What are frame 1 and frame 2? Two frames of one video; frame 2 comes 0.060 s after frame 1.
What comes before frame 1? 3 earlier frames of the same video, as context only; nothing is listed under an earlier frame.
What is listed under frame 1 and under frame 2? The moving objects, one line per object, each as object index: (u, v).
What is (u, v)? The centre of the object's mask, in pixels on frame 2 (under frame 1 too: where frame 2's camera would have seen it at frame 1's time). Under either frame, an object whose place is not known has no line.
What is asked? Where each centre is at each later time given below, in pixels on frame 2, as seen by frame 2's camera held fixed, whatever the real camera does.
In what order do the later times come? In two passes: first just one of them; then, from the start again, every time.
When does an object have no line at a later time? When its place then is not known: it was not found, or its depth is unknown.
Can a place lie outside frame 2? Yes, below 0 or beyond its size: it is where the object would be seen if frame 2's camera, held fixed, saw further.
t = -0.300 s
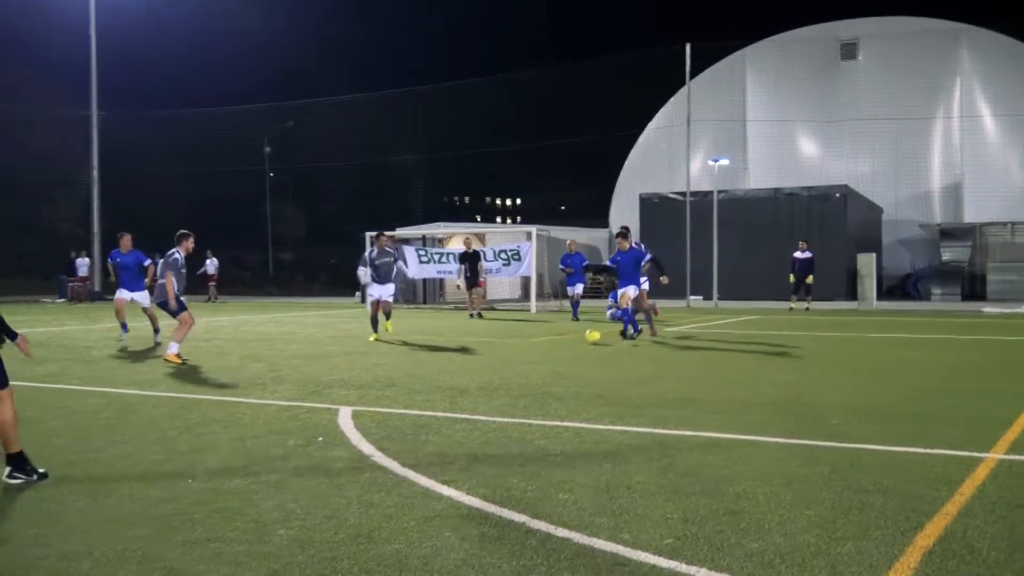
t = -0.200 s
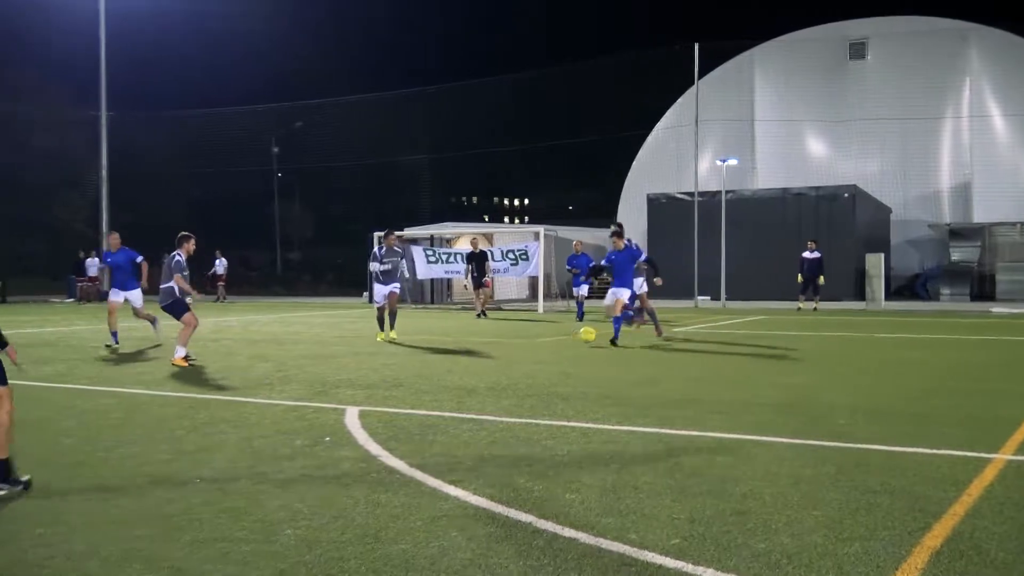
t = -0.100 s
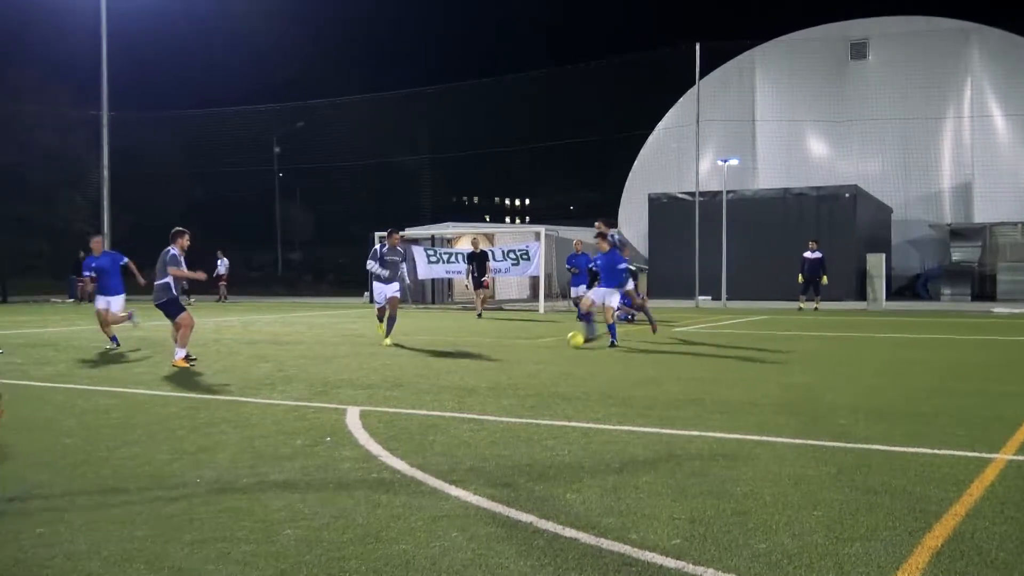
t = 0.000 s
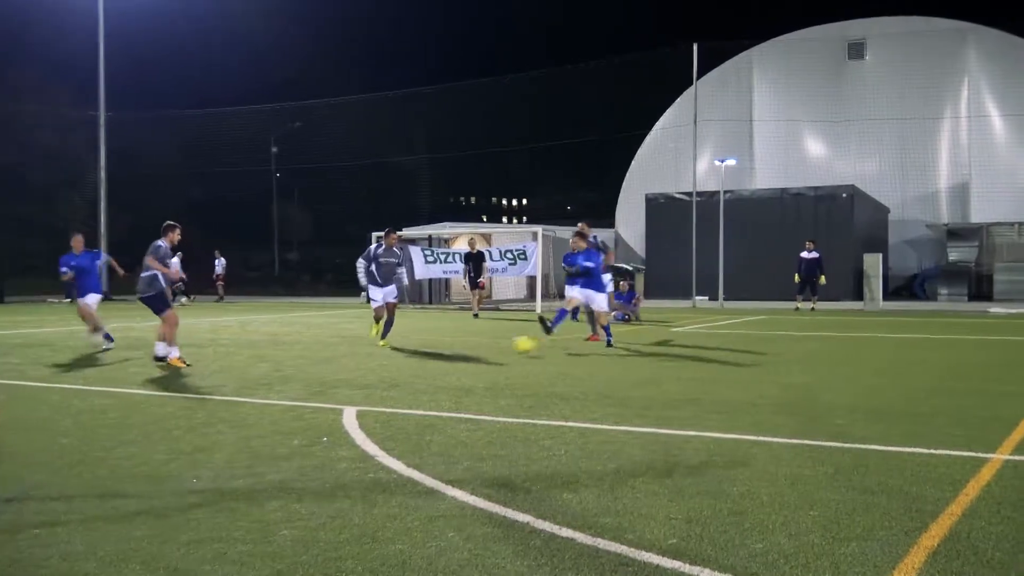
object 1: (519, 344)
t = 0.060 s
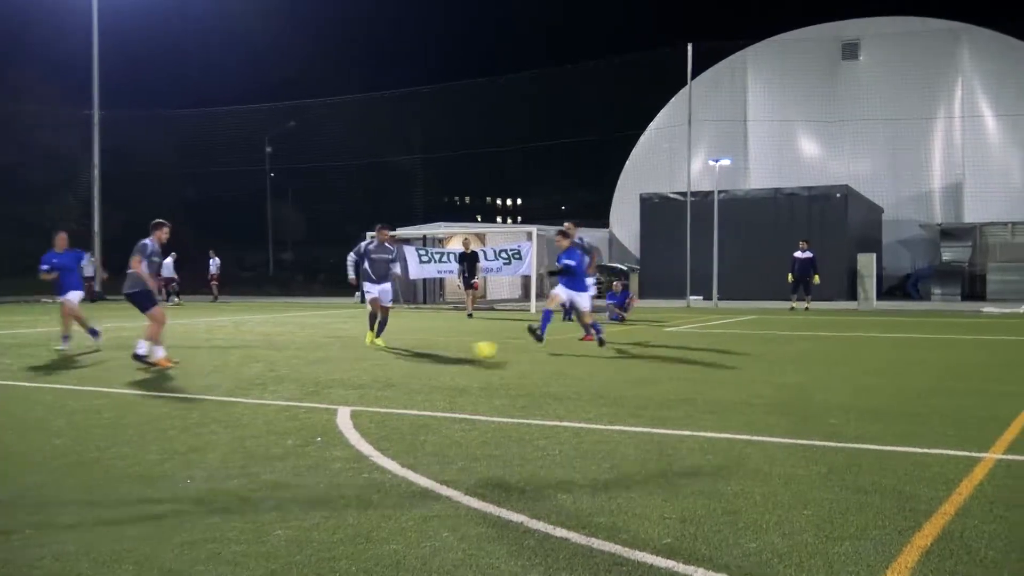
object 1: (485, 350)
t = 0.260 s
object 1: (353, 376)
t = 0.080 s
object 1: (471, 353)
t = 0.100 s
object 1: (458, 357)
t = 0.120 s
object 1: (447, 359)
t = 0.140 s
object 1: (434, 360)
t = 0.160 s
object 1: (422, 361)
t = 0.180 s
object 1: (410, 364)
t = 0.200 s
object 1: (396, 365)
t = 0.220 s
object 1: (383, 368)
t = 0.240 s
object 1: (368, 372)
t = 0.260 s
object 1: (353, 376)
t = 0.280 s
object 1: (339, 379)
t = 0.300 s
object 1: (324, 380)
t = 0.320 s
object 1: (310, 381)
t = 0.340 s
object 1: (295, 382)
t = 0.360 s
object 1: (280, 385)
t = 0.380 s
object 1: (262, 388)
